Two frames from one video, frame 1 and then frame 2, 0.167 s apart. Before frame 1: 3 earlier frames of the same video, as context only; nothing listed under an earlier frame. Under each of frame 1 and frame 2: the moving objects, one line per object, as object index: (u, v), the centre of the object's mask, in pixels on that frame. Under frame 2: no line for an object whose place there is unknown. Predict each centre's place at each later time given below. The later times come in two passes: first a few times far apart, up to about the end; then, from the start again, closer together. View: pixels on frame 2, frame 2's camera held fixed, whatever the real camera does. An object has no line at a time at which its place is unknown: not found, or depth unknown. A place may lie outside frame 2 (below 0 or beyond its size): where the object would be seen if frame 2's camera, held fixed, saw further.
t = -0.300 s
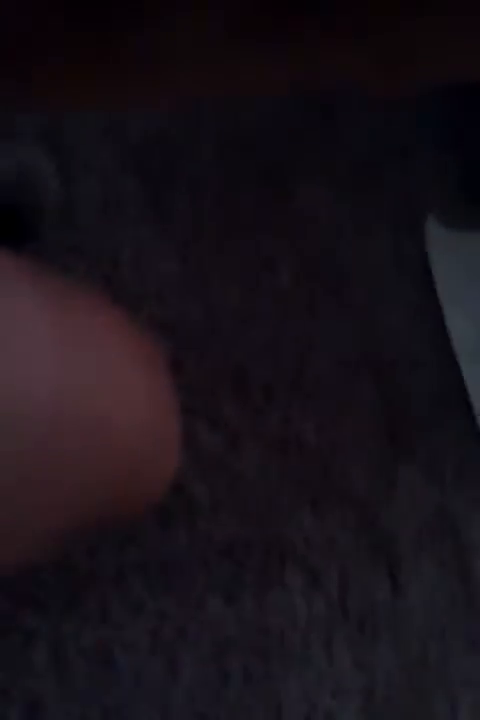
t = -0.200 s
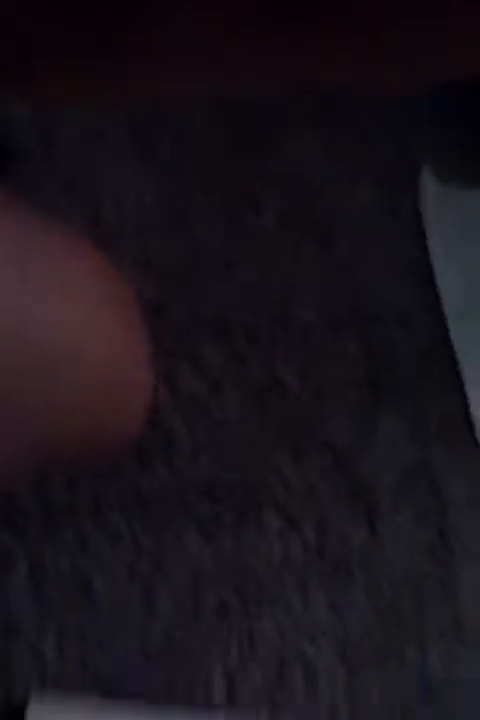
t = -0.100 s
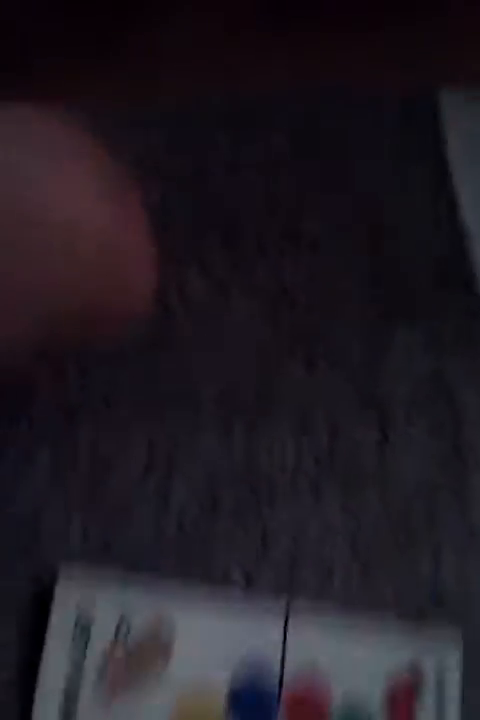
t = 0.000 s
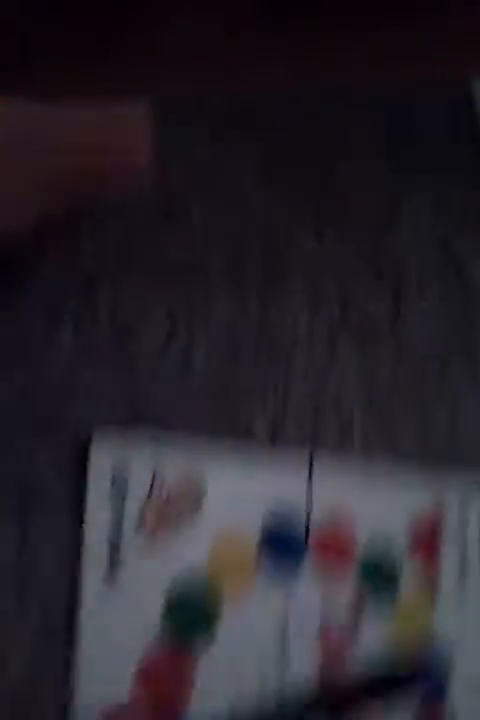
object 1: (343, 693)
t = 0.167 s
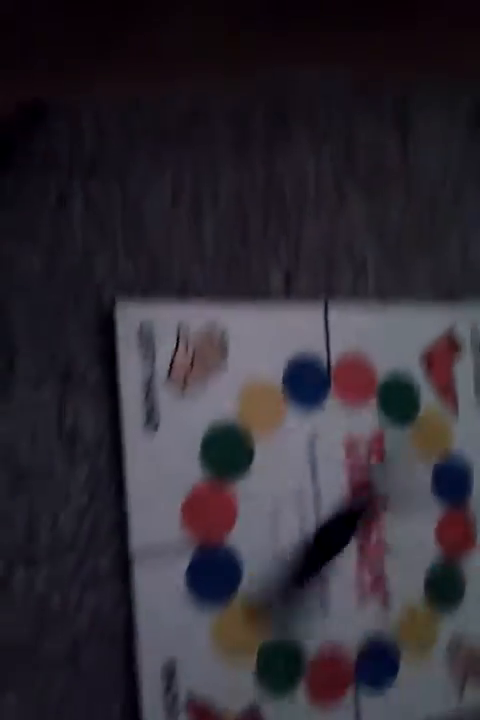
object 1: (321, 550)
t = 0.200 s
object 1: (343, 525)
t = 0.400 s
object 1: (315, 535)
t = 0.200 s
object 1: (343, 525)
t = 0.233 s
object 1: (332, 515)
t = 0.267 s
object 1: (339, 524)
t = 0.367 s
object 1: (320, 508)
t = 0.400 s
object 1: (315, 535)
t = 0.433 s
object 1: (326, 553)
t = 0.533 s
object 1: (343, 522)
